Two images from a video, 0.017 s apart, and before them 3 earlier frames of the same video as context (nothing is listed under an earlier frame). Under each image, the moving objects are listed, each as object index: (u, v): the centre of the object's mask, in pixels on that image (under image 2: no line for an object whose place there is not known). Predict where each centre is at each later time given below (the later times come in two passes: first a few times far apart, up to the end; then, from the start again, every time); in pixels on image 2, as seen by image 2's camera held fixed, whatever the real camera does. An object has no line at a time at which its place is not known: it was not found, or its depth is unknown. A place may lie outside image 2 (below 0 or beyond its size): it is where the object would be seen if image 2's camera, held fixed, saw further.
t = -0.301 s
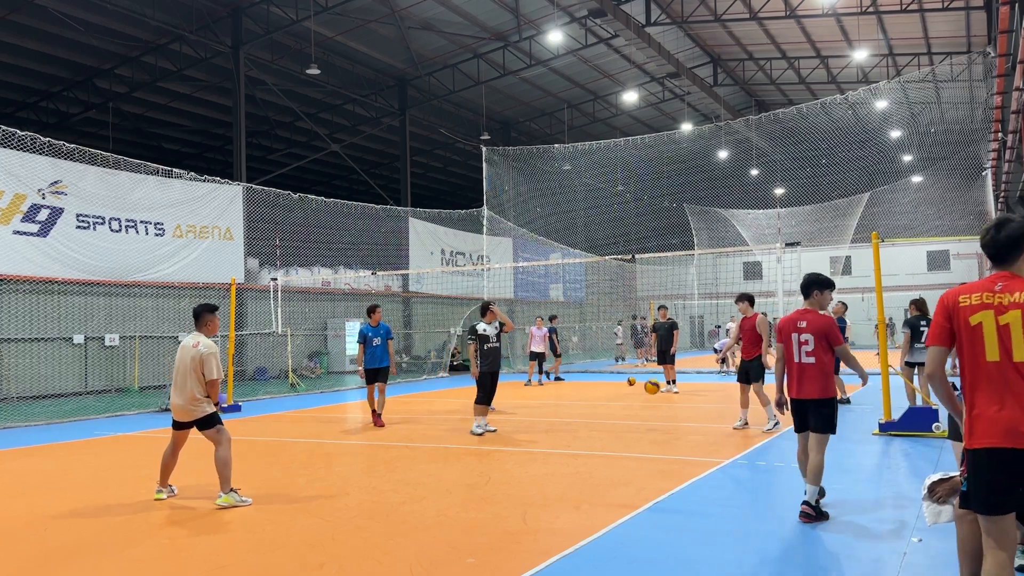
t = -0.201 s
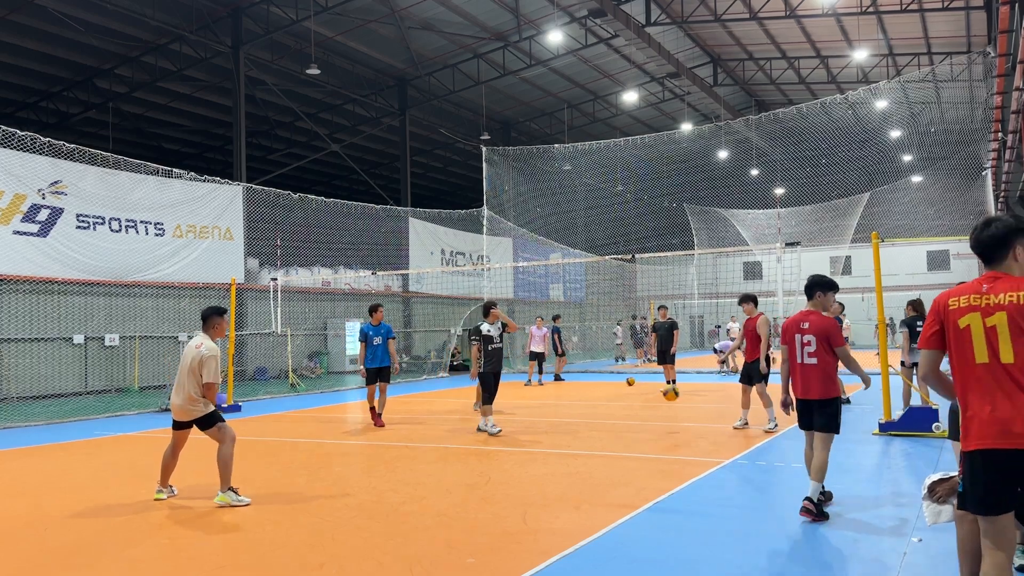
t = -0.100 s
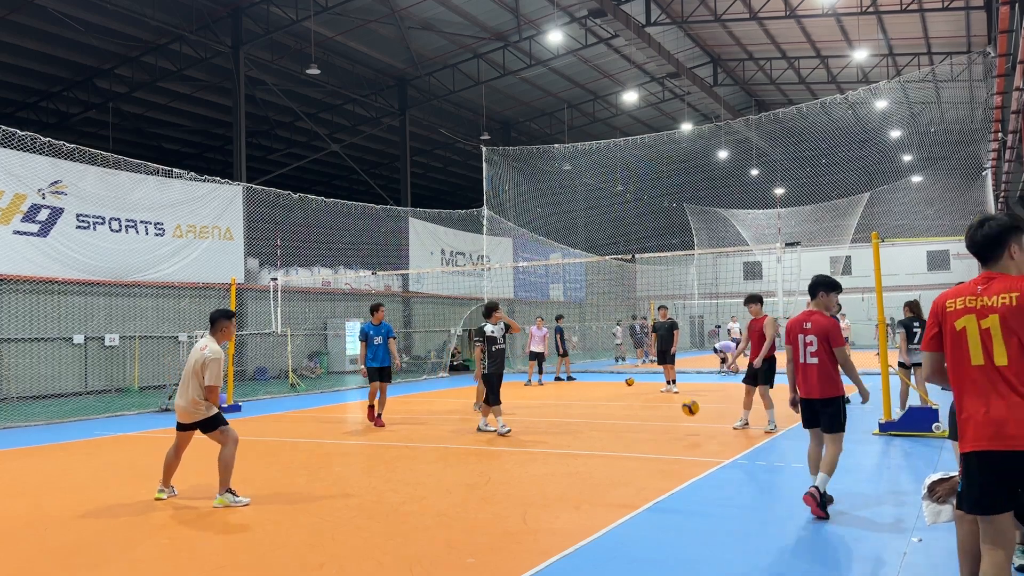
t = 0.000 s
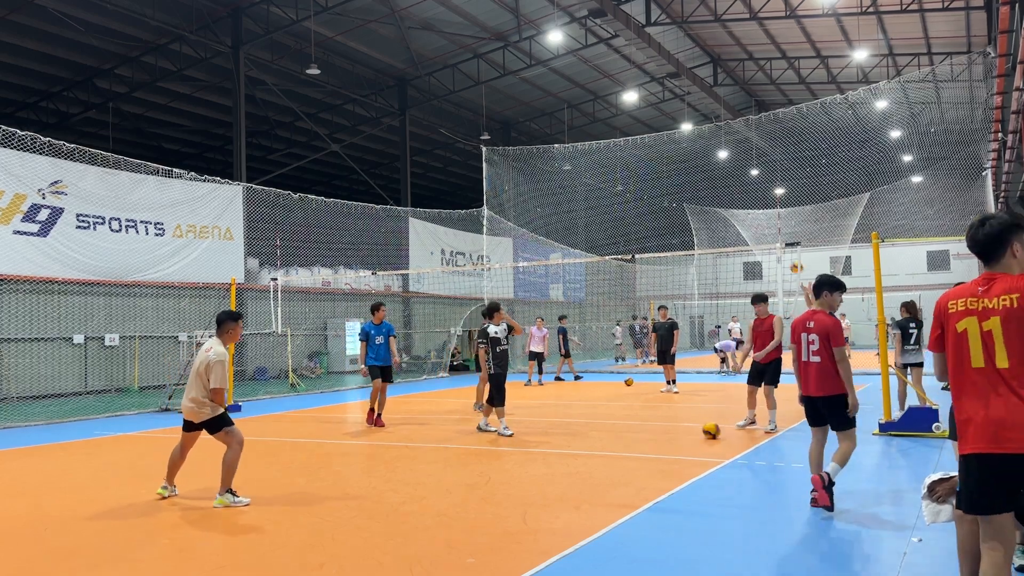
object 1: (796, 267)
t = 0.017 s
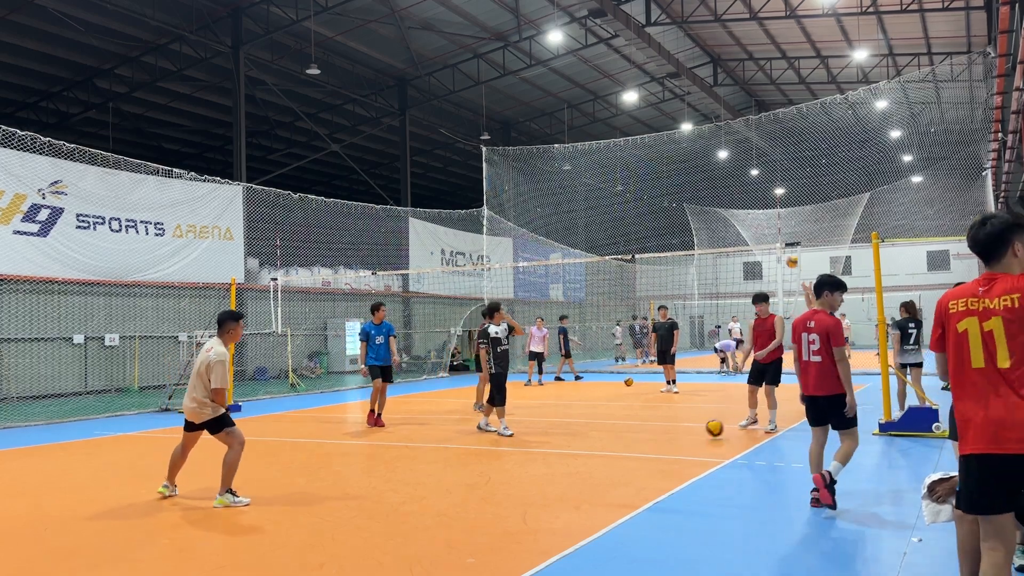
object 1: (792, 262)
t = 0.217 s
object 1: (744, 210)
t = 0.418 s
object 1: (701, 183)
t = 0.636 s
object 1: (655, 179)
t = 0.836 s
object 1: (614, 199)
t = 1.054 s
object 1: (573, 245)
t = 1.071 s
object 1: (569, 250)
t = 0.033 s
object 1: (788, 256)
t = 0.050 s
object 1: (786, 252)
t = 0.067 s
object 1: (782, 245)
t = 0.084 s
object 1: (775, 240)
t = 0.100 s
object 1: (772, 237)
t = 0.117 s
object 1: (768, 233)
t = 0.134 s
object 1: (764, 228)
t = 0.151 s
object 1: (760, 224)
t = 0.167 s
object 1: (757, 221)
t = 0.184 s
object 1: (753, 217)
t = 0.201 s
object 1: (749, 213)
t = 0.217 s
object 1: (744, 210)
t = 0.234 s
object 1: (741, 207)
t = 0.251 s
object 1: (737, 204)
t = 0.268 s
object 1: (733, 202)
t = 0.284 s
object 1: (729, 198)
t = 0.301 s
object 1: (726, 196)
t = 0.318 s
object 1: (722, 194)
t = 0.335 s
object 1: (719, 191)
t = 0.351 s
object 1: (715, 189)
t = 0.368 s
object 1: (711, 187)
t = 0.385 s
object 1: (707, 186)
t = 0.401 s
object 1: (704, 185)
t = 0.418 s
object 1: (701, 183)
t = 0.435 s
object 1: (697, 181)
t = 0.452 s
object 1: (693, 180)
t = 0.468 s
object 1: (690, 180)
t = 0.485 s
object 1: (686, 179)
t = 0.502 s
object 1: (684, 178)
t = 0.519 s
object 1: (680, 177)
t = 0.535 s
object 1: (676, 177)
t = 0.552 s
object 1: (672, 177)
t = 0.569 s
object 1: (669, 177)
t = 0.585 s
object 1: (665, 177)
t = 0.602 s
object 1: (662, 177)
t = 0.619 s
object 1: (658, 178)
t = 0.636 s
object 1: (655, 179)
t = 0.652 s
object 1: (652, 179)
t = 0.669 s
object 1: (648, 180)
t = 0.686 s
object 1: (644, 181)
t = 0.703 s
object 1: (641, 182)
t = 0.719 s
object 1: (637, 185)
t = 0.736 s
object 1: (634, 186)
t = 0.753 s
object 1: (631, 188)
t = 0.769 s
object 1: (628, 190)
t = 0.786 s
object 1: (624, 192)
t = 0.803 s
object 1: (621, 194)
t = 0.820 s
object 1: (618, 196)
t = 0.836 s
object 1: (614, 199)
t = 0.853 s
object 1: (611, 202)
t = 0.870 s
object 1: (608, 204)
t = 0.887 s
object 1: (604, 207)
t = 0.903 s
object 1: (601, 210)
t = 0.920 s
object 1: (598, 214)
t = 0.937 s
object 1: (595, 218)
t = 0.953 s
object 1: (591, 221)
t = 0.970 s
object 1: (588, 224)
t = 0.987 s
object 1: (585, 229)
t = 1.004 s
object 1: (582, 233)
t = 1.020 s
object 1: (579, 237)
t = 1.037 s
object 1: (575, 242)
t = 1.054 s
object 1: (573, 245)
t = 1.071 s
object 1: (569, 250)
